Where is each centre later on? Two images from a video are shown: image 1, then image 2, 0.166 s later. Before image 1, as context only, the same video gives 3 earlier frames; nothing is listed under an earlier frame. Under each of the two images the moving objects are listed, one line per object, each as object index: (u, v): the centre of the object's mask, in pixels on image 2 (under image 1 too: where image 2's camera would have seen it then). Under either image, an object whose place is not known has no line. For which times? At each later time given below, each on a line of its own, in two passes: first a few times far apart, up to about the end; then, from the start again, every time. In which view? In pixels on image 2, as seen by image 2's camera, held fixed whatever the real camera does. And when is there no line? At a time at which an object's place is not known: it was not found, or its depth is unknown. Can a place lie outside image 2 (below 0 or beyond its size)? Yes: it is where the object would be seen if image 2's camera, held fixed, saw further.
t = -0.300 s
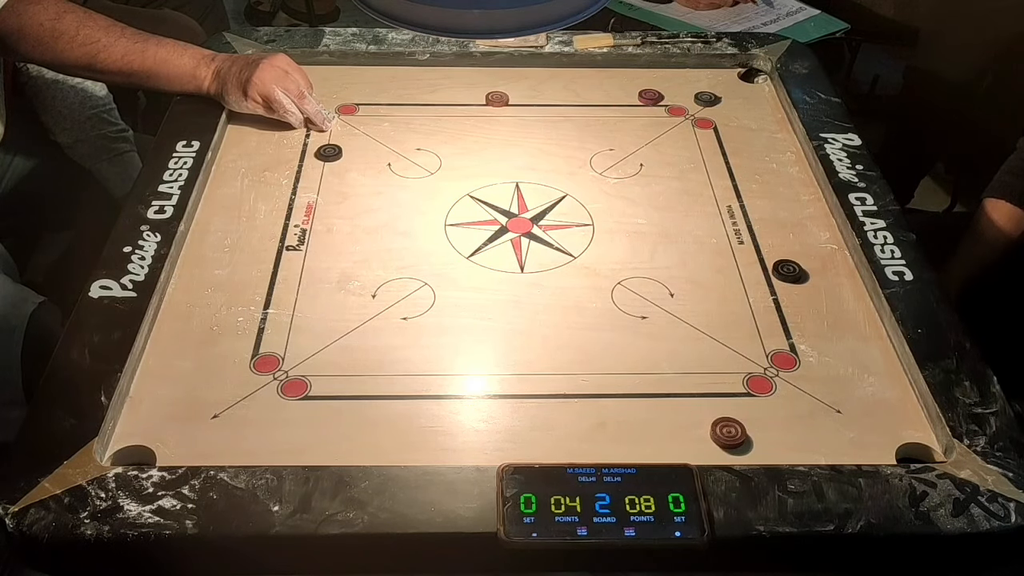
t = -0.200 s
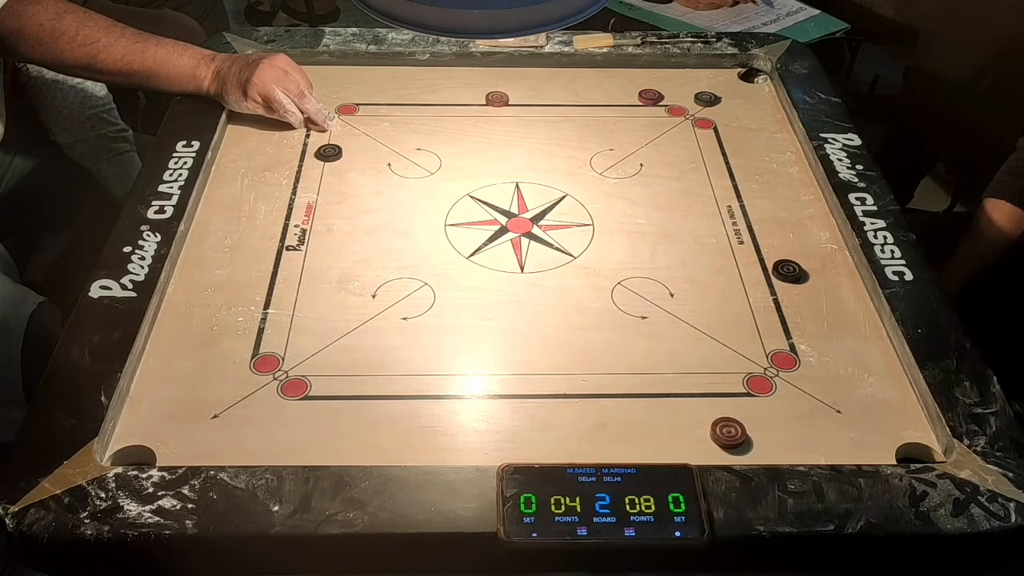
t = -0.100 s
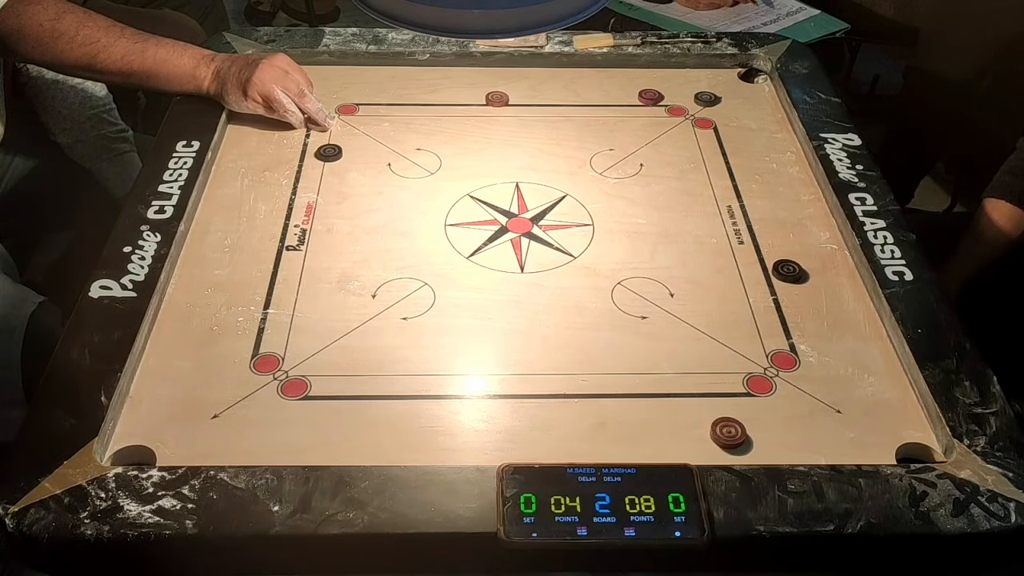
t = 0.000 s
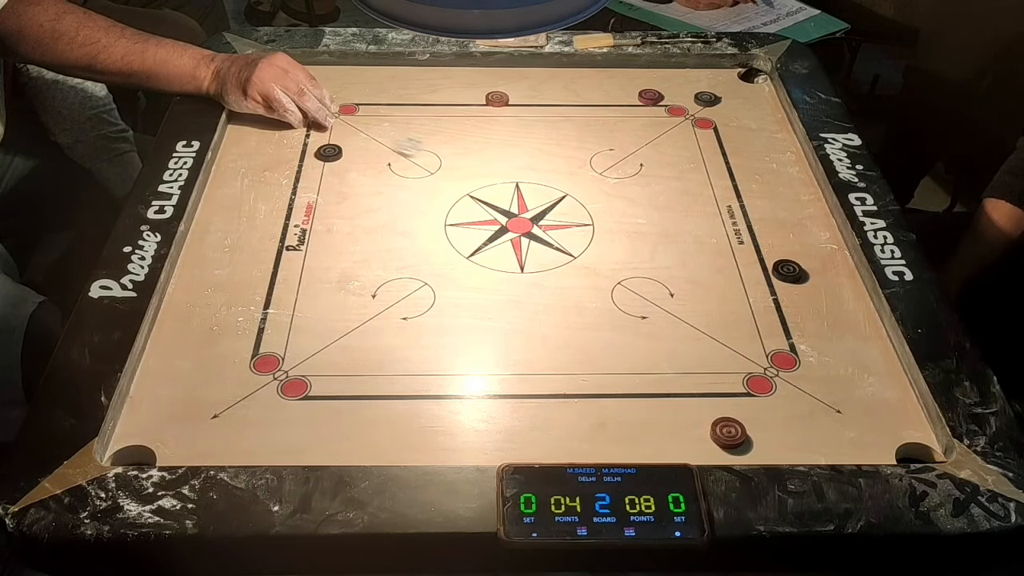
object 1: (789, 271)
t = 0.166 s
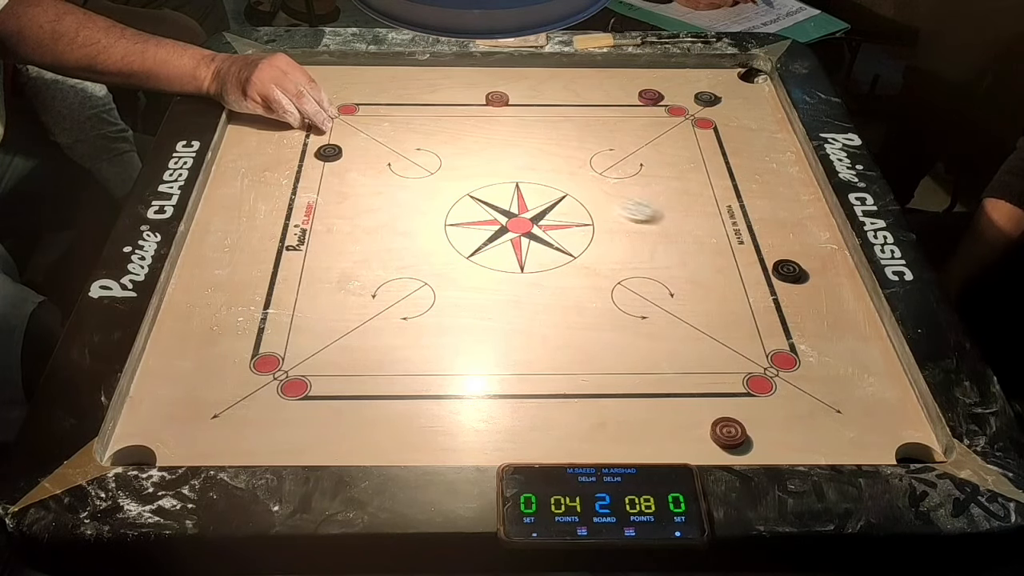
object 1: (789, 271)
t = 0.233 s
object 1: (789, 271)
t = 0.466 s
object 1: (849, 375)
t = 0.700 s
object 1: (880, 433)
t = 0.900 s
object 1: (881, 435)
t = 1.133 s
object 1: (881, 434)
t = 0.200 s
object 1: (789, 271)
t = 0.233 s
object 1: (789, 271)
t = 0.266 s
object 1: (790, 272)
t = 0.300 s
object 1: (800, 291)
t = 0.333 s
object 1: (811, 309)
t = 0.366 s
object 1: (821, 327)
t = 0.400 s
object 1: (831, 343)
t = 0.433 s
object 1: (840, 360)
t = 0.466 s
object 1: (849, 375)
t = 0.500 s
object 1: (857, 389)
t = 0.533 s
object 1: (864, 401)
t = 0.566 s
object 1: (870, 411)
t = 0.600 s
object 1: (871, 417)
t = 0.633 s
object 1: (875, 424)
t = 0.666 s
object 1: (879, 430)
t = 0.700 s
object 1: (880, 433)
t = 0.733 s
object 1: (881, 435)
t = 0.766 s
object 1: (881, 435)
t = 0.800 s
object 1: (881, 435)
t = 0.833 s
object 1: (881, 435)
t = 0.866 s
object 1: (881, 435)
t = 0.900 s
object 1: (881, 435)
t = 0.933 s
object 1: (881, 435)
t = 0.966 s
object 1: (881, 435)
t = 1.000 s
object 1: (881, 435)
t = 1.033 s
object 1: (881, 435)
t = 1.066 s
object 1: (881, 434)
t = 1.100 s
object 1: (881, 434)
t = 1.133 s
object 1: (881, 434)
